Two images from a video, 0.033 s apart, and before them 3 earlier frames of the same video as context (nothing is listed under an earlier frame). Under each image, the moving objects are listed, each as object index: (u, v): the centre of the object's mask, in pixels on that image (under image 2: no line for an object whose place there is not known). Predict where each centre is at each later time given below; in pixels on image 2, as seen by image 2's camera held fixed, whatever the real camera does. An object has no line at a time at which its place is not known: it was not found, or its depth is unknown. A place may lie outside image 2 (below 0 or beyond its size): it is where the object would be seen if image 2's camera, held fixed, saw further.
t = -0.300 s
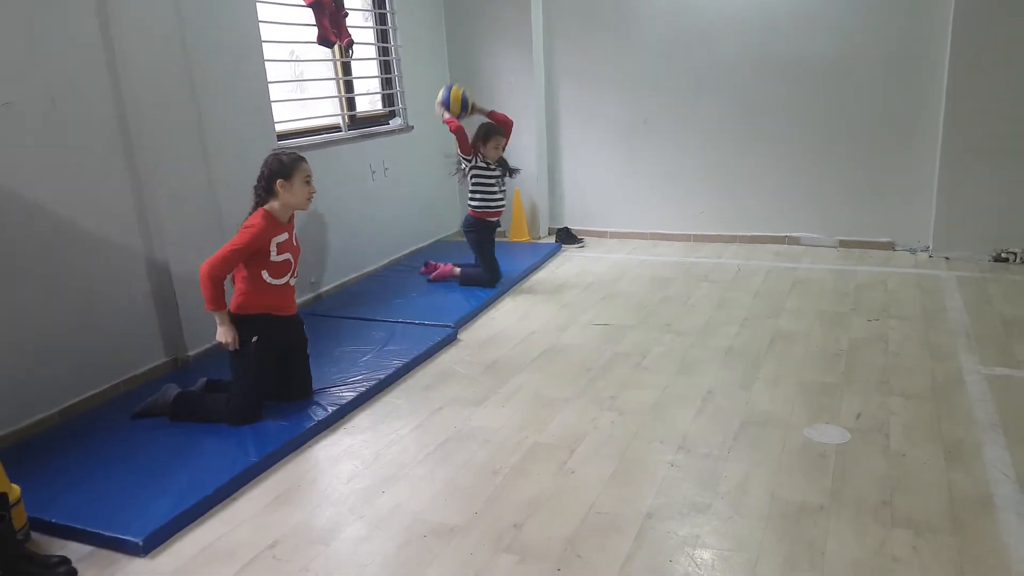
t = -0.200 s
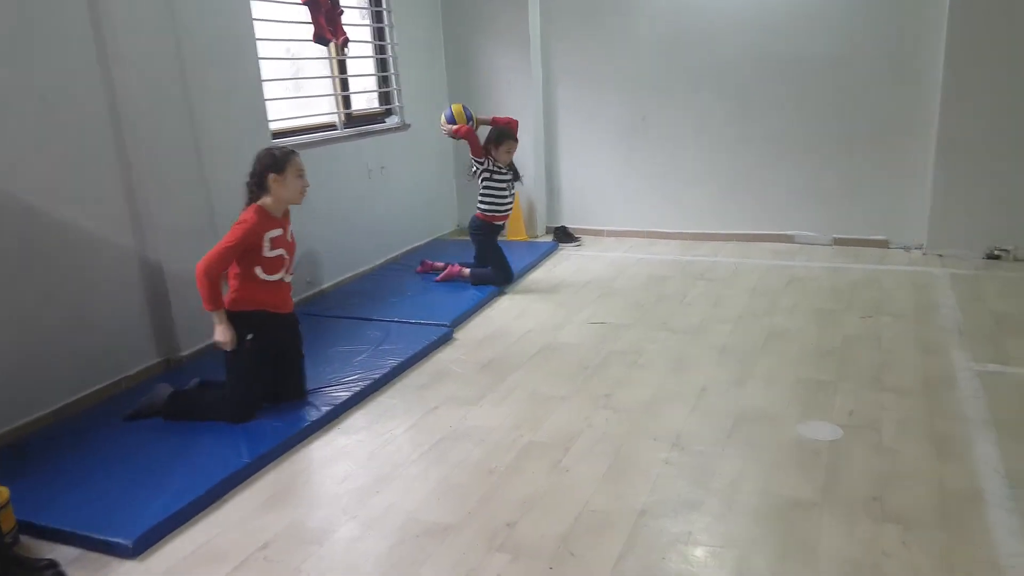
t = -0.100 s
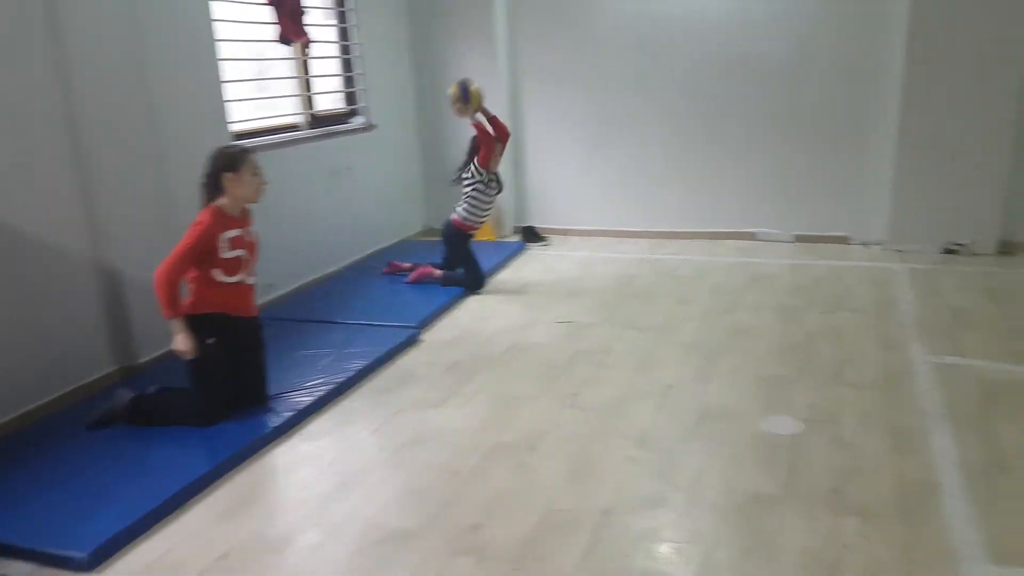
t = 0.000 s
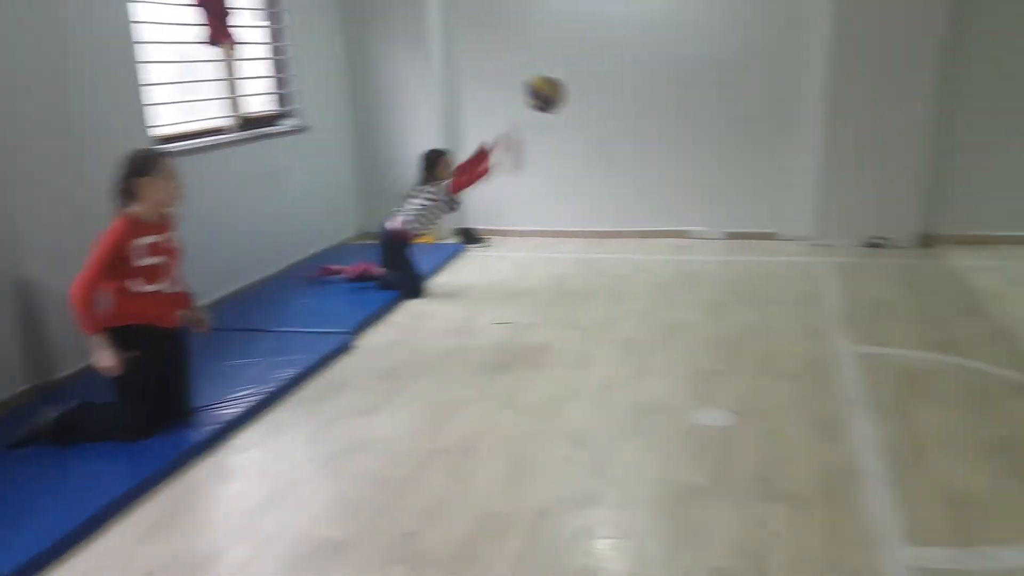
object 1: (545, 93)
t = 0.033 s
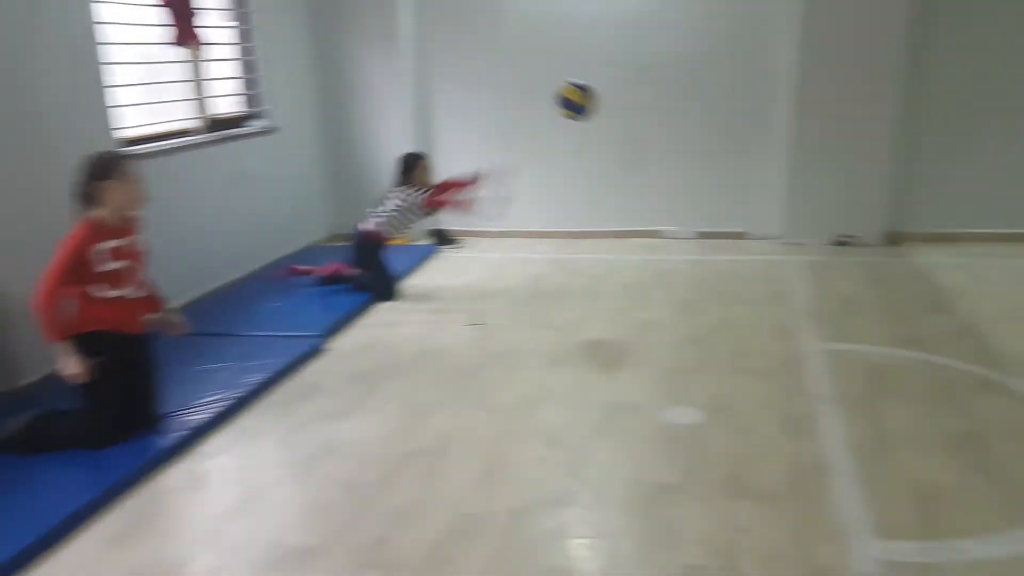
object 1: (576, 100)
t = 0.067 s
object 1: (637, 108)
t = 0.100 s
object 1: (698, 120)
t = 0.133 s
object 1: (759, 134)
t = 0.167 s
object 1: (821, 152)
